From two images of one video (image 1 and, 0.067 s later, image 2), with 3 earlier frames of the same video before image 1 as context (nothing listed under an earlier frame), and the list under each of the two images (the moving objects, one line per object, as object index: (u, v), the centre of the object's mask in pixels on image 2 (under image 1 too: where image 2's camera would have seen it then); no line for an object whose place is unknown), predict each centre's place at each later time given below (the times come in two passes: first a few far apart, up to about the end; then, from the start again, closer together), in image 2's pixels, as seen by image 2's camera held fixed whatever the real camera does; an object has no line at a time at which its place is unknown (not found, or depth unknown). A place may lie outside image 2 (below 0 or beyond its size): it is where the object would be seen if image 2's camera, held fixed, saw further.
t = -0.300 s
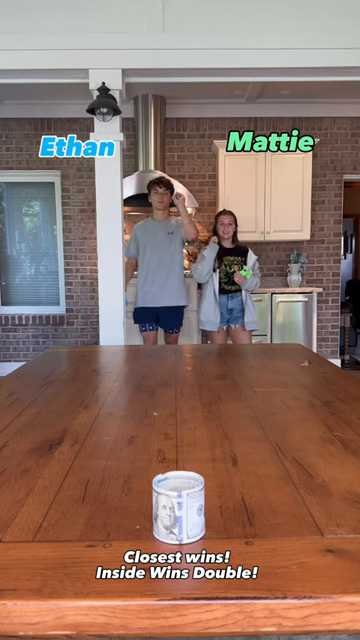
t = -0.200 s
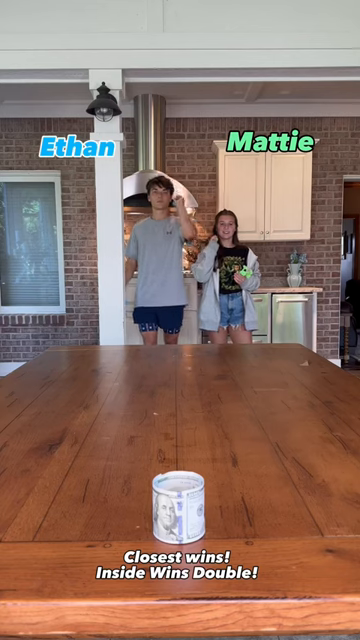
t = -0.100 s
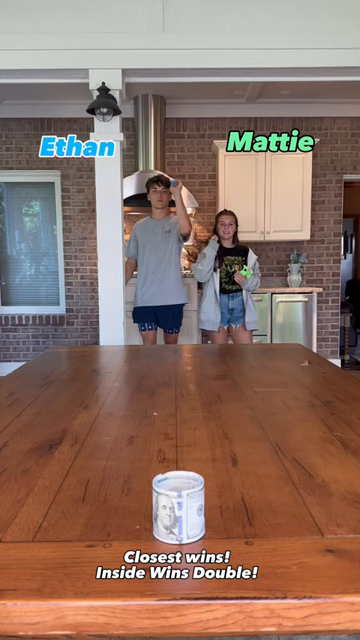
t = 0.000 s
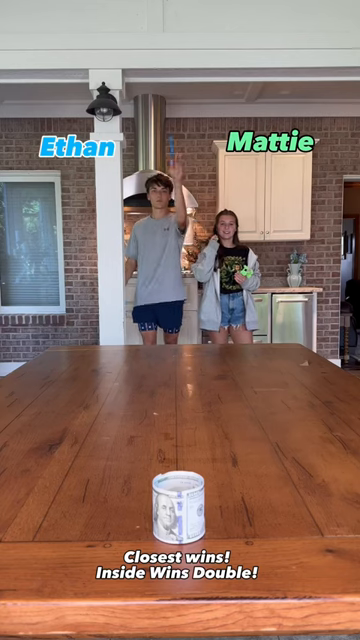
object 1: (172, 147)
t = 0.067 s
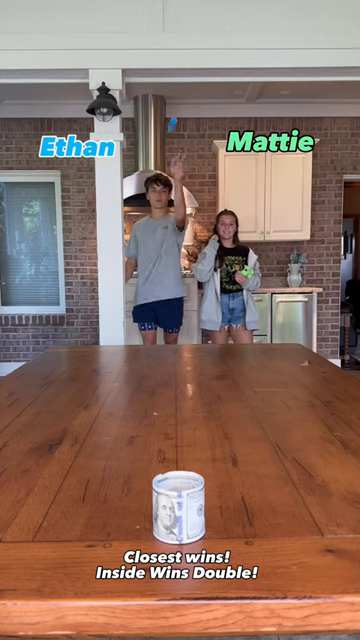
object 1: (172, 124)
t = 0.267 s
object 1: (175, 91)
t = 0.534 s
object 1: (187, 280)
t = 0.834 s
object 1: (174, 453)
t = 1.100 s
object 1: (208, 455)
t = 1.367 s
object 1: (205, 455)
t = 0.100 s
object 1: (172, 115)
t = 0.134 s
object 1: (172, 106)
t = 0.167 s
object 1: (173, 99)
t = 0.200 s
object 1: (173, 95)
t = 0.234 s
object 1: (174, 93)
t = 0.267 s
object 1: (175, 91)
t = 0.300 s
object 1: (175, 94)
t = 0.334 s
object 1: (177, 101)
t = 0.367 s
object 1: (177, 111)
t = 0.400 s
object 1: (179, 128)
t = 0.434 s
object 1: (181, 148)
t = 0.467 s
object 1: (182, 185)
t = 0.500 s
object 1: (184, 224)
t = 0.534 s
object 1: (187, 280)
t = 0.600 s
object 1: (193, 451)
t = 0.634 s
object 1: (166, 461)
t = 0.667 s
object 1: (183, 450)
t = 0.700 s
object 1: (220, 460)
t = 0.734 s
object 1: (232, 475)
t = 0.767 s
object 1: (221, 458)
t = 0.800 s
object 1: (190, 447)
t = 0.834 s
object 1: (174, 453)
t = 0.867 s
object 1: (185, 448)
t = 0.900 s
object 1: (211, 454)
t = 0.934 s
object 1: (222, 463)
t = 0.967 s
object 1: (215, 456)
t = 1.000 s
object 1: (197, 454)
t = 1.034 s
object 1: (185, 449)
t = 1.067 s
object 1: (195, 454)
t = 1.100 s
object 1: (208, 455)
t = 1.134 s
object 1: (215, 457)
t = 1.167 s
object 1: (209, 455)
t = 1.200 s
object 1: (199, 454)
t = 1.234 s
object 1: (195, 456)
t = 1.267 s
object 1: (200, 455)
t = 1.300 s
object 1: (207, 455)
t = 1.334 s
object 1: (209, 456)
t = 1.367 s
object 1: (205, 455)
